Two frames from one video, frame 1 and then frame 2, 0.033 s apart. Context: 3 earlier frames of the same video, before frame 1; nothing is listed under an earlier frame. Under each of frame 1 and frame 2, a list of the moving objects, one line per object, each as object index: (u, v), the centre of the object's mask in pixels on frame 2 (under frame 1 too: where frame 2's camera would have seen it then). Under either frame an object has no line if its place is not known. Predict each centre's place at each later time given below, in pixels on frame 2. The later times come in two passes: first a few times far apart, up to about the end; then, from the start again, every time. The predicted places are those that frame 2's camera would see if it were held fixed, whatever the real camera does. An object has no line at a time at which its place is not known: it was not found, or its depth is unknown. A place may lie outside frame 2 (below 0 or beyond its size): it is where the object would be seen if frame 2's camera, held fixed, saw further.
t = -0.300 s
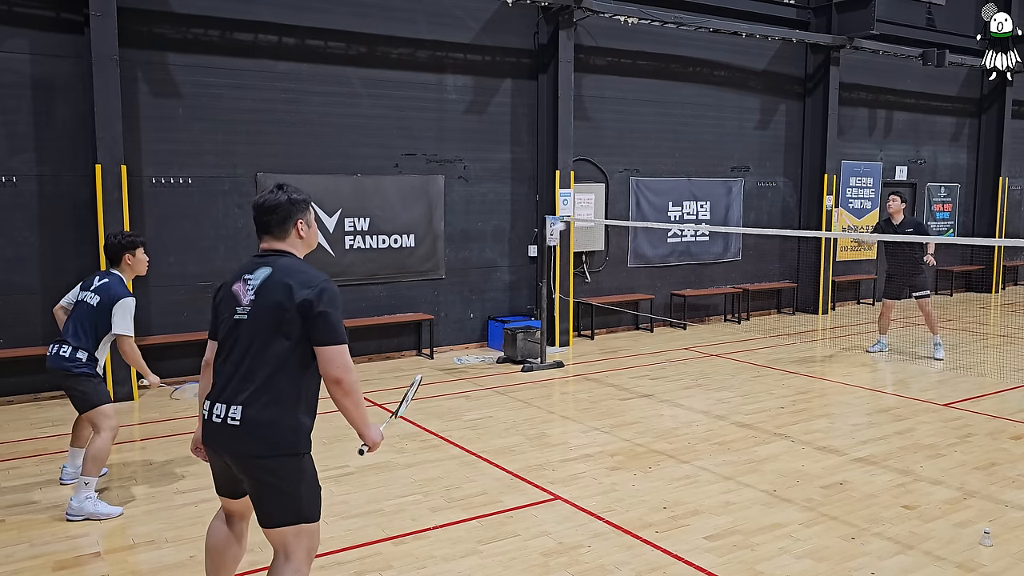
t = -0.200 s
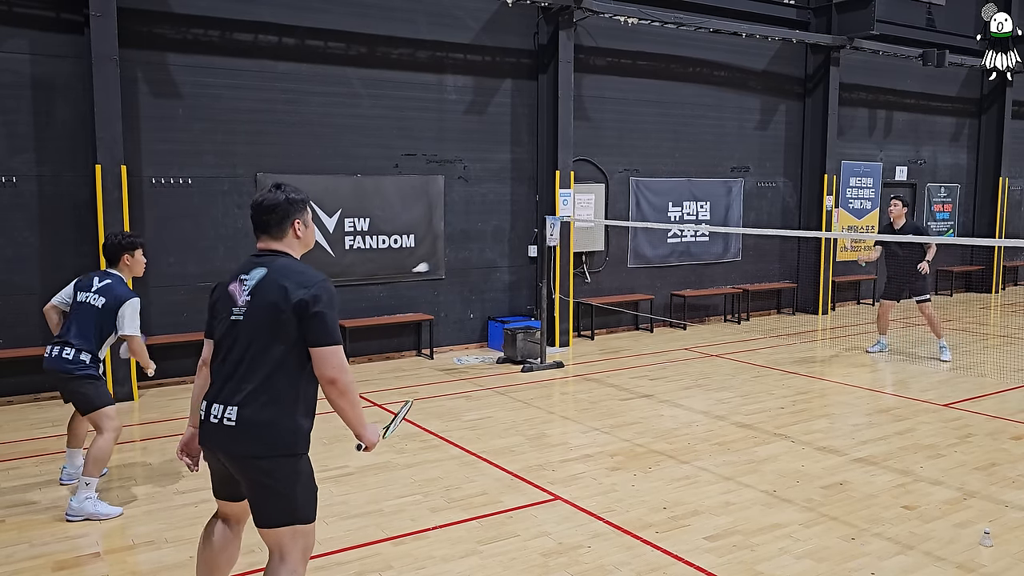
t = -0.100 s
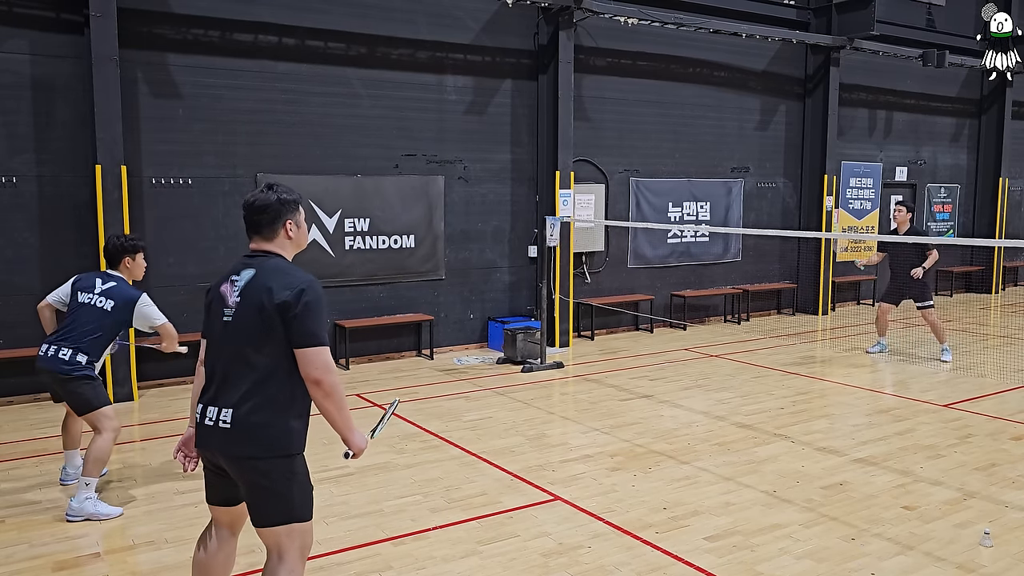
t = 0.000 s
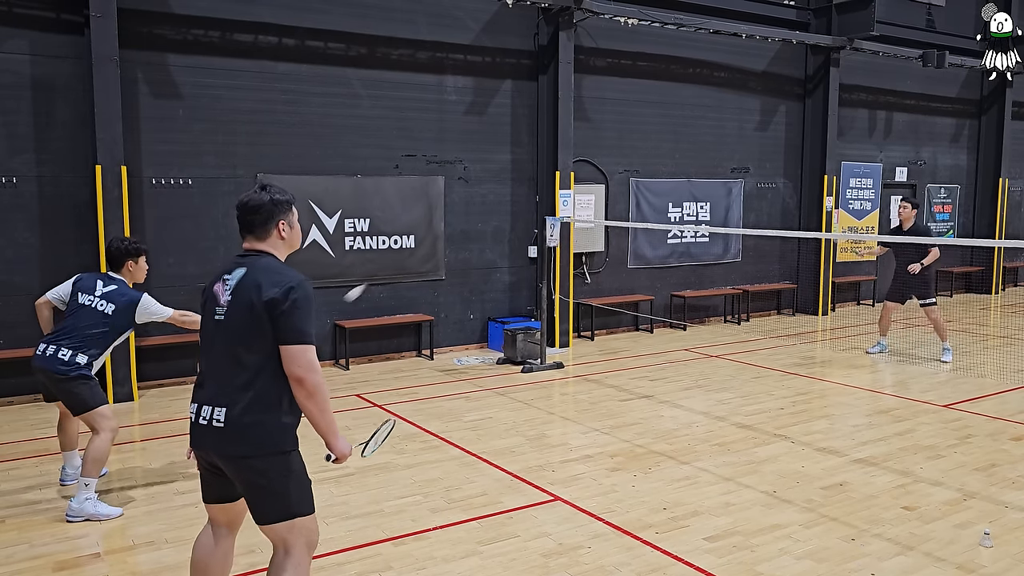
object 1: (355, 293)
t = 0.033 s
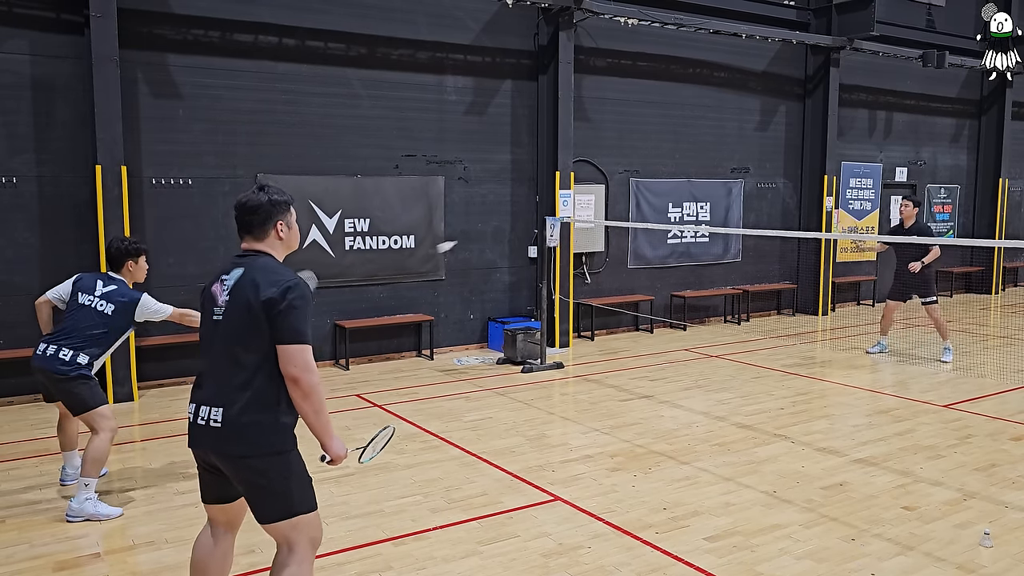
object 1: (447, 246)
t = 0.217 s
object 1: (702, 142)
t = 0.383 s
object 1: (813, 119)
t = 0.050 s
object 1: (484, 230)
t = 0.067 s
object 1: (515, 215)
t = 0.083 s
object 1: (542, 203)
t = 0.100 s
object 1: (568, 190)
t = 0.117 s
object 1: (594, 180)
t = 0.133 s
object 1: (615, 172)
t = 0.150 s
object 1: (635, 165)
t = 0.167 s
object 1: (653, 158)
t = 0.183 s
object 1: (671, 151)
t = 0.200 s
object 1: (687, 146)
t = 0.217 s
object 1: (702, 142)
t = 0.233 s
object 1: (716, 137)
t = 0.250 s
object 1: (729, 134)
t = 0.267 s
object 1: (741, 130)
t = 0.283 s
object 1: (753, 127)
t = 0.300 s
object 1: (764, 125)
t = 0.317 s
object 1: (775, 123)
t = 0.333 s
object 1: (785, 122)
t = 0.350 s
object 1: (795, 120)
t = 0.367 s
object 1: (804, 120)
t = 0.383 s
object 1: (813, 119)
